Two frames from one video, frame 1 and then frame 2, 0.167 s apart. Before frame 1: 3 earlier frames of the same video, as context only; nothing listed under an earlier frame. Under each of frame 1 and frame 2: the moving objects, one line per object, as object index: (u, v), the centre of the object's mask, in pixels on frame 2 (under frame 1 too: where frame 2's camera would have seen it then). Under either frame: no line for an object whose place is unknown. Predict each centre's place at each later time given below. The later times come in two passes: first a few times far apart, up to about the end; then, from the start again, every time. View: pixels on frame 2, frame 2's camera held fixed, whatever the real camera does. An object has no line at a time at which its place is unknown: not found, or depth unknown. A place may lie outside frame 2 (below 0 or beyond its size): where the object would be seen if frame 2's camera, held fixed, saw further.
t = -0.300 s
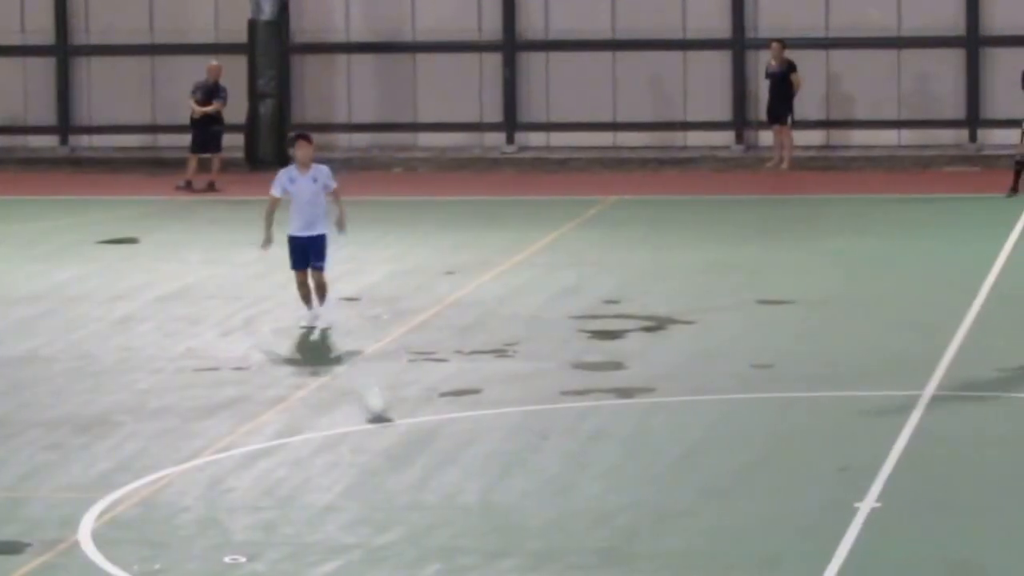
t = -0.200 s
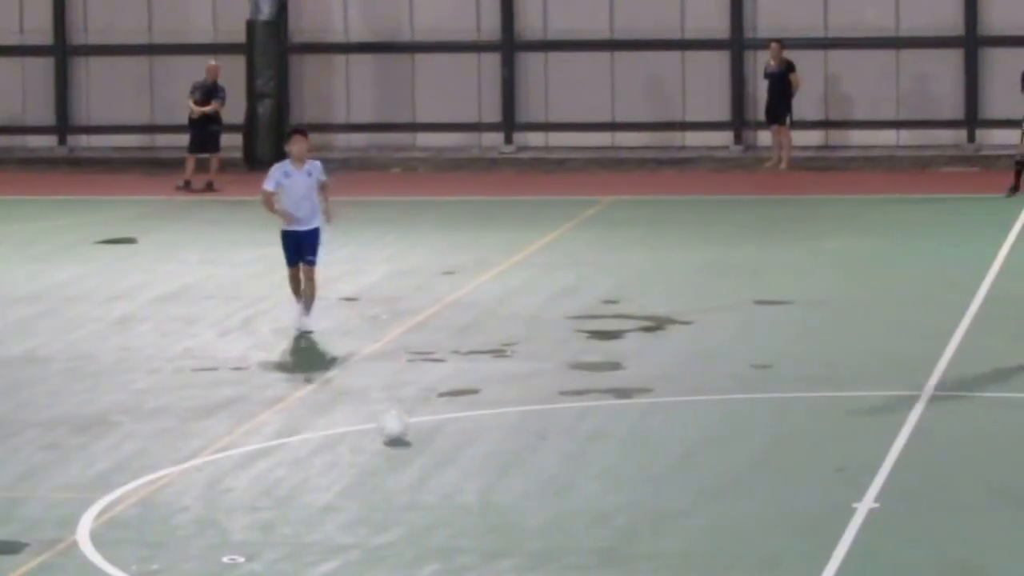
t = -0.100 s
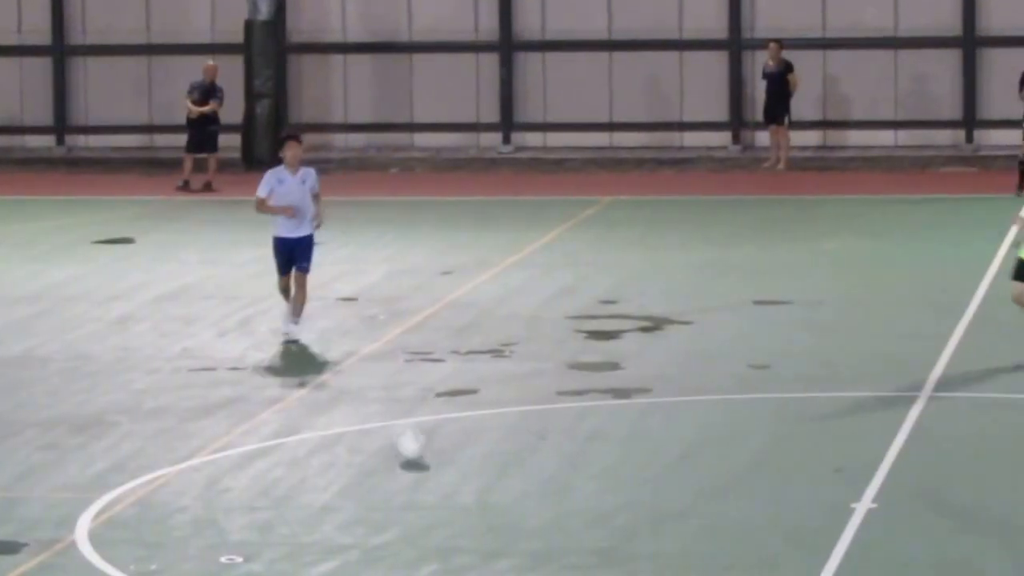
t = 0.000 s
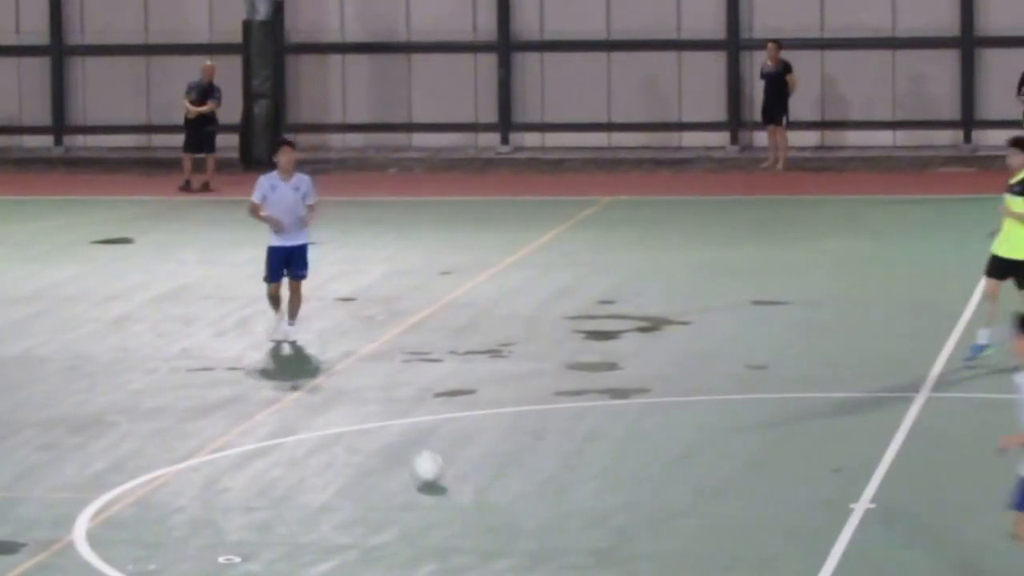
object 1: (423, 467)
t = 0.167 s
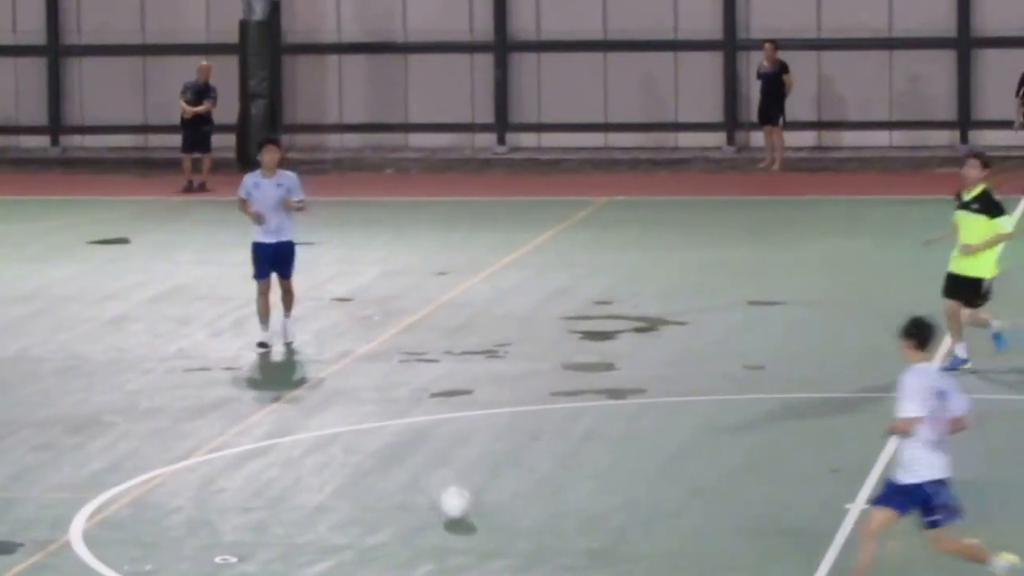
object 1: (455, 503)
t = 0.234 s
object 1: (467, 517)
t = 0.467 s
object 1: (512, 568)
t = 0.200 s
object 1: (460, 509)
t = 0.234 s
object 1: (467, 517)
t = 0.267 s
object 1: (472, 523)
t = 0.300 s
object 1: (480, 530)
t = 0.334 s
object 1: (486, 540)
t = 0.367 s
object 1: (492, 545)
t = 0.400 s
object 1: (499, 551)
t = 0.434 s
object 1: (506, 558)
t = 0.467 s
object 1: (512, 568)
